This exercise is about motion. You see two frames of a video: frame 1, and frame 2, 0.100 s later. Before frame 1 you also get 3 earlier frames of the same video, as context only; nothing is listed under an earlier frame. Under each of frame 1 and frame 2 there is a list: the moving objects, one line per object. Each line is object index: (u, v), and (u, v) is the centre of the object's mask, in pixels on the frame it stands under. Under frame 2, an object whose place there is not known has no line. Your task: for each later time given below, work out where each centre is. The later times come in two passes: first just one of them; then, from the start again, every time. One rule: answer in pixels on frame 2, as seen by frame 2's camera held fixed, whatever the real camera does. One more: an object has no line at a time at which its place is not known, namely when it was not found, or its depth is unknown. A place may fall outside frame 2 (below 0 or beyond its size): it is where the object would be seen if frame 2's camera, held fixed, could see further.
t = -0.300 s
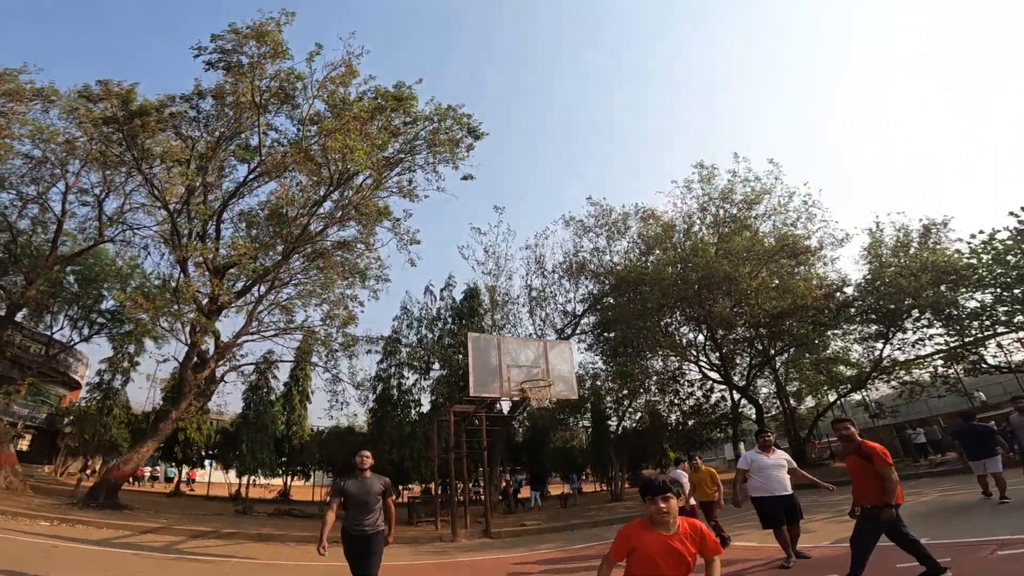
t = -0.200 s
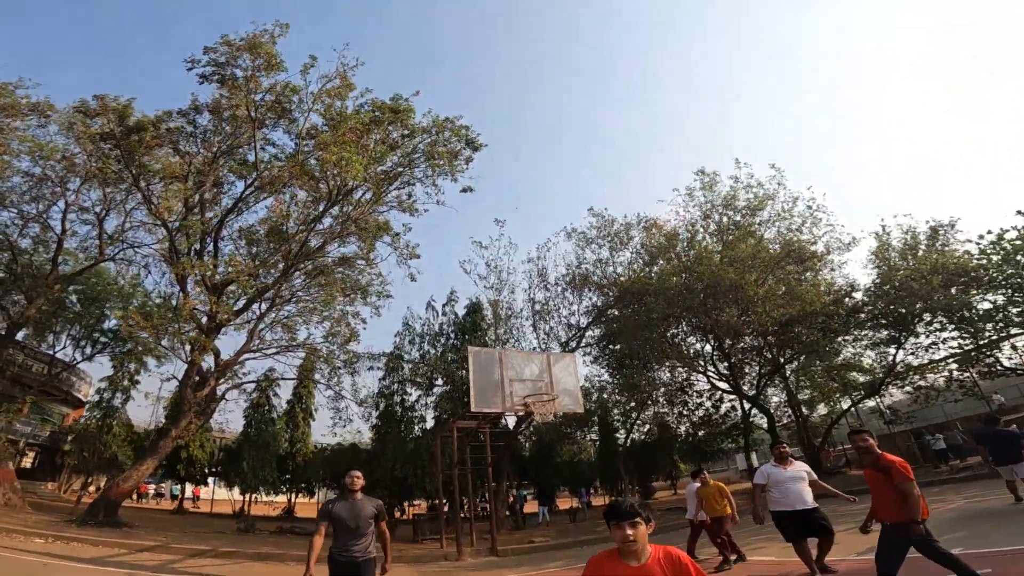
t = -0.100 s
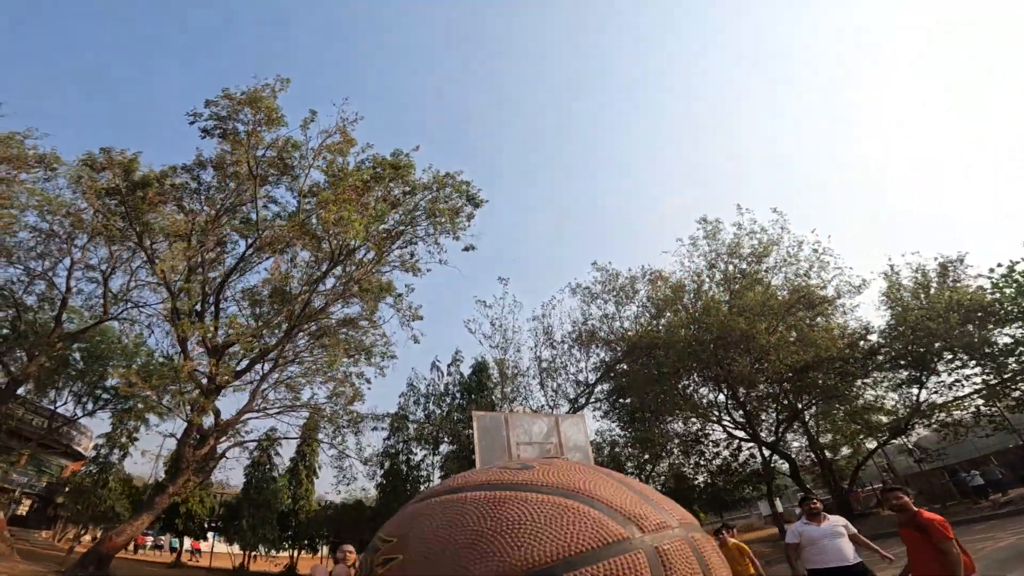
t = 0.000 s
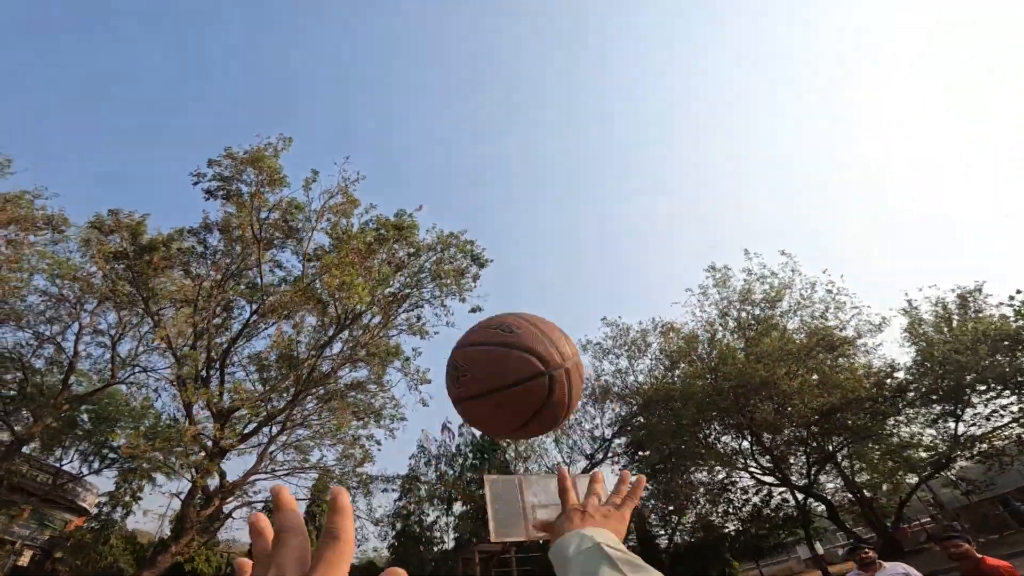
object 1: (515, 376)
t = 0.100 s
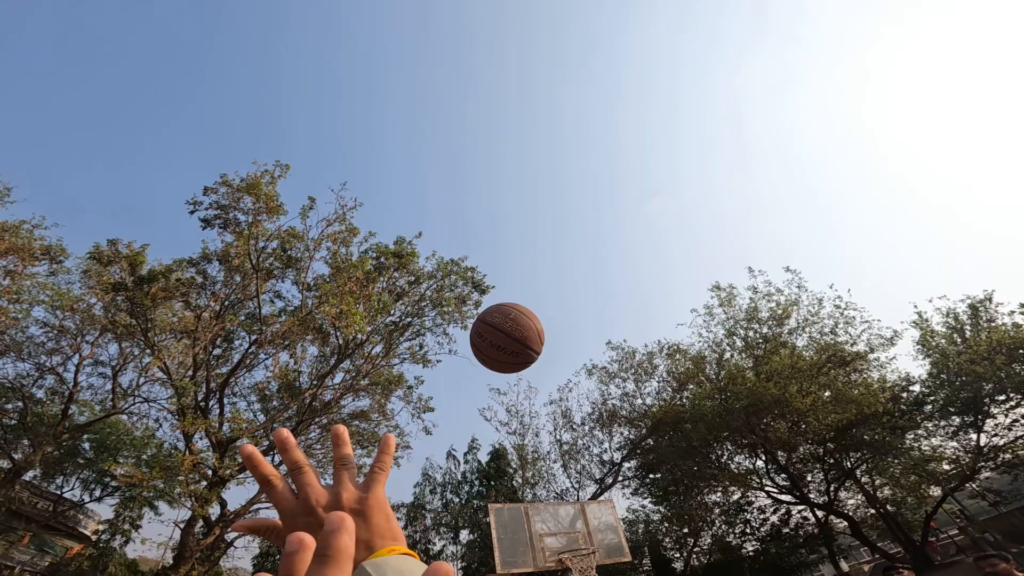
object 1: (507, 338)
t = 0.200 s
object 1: (511, 313)
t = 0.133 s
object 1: (508, 326)
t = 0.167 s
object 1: (509, 319)
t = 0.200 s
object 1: (511, 313)
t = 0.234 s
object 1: (512, 309)
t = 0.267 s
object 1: (514, 305)
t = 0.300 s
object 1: (515, 302)
